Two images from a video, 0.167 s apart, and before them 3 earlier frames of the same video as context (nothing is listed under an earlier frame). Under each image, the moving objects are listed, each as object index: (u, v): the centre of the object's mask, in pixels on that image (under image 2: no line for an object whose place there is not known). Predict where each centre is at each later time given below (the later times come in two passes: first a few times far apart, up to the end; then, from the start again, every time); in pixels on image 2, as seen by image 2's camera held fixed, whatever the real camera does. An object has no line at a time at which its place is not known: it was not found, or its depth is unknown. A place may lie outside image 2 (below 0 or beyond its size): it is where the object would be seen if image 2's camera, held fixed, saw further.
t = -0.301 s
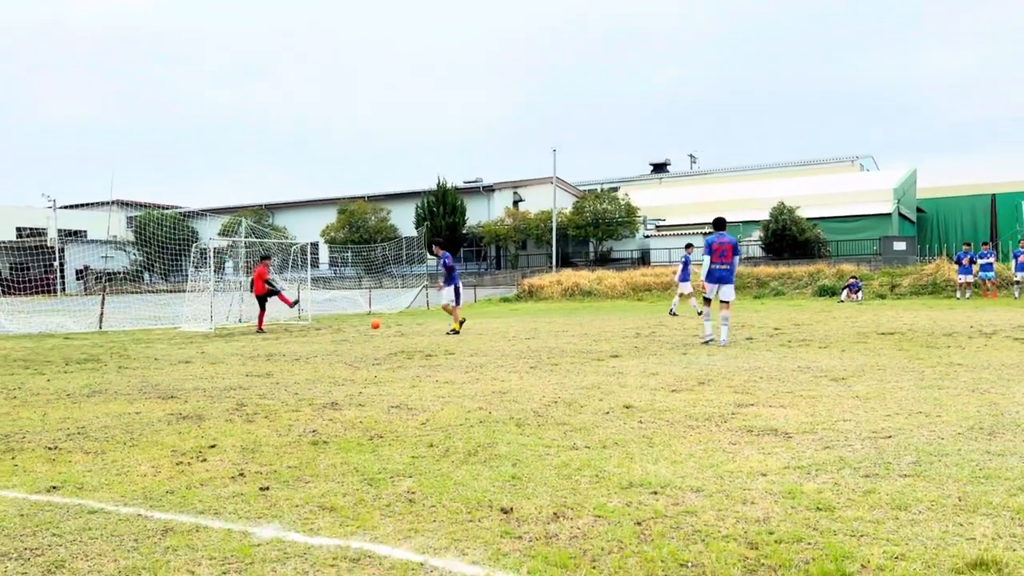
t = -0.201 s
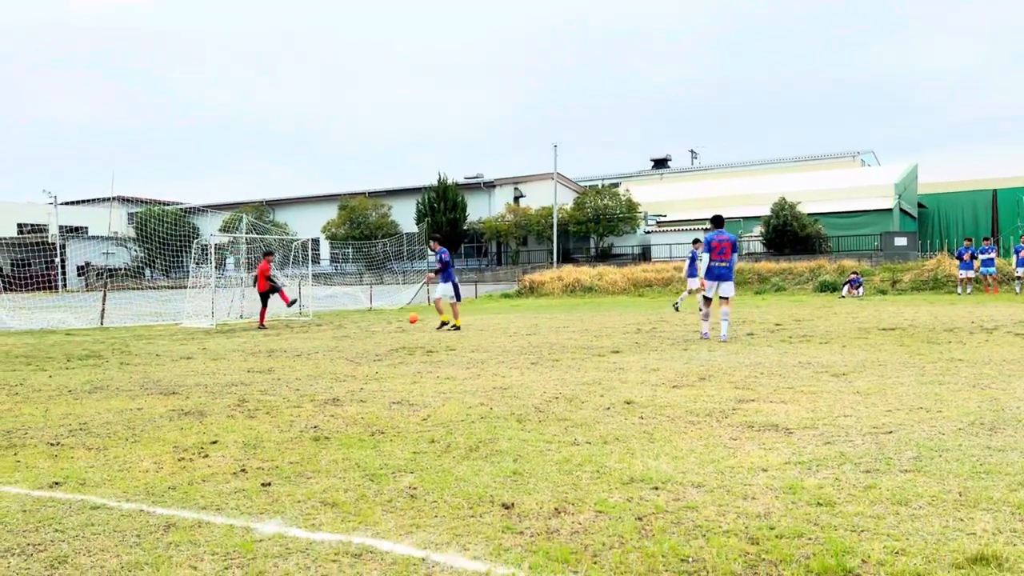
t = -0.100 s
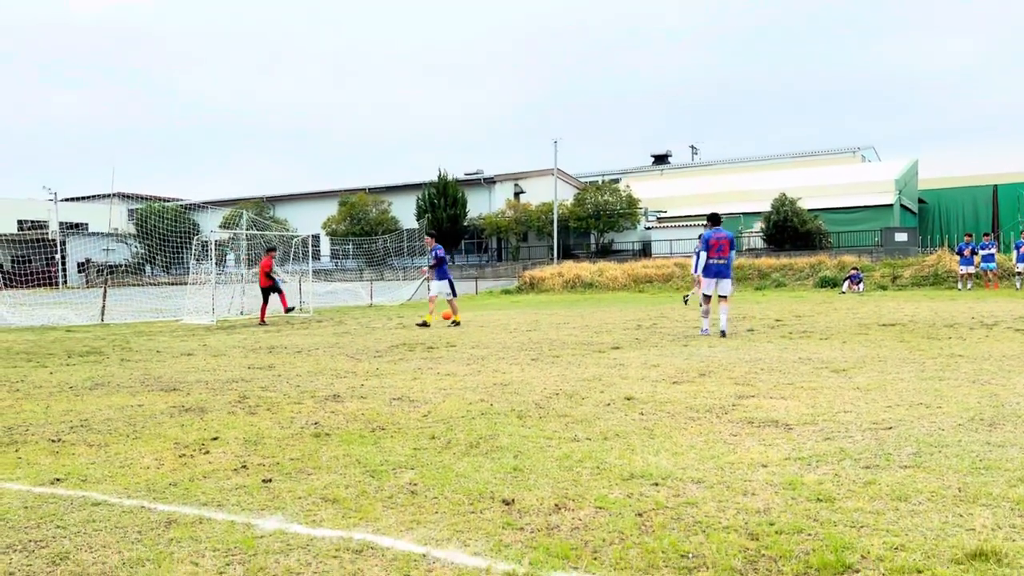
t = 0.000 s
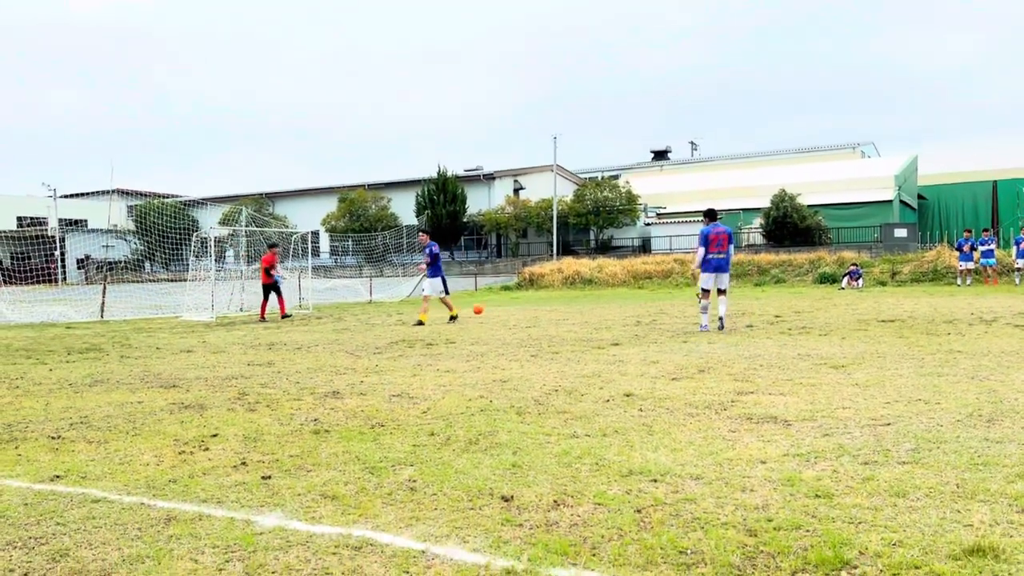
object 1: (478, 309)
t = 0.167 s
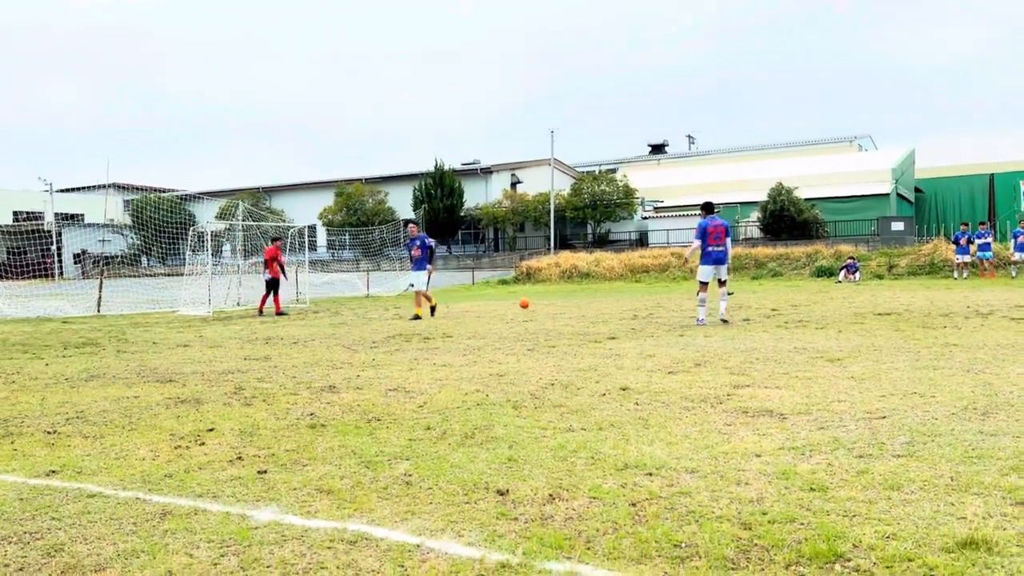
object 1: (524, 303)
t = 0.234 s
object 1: (543, 303)
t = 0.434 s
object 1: (599, 305)
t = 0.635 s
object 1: (658, 304)
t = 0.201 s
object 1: (533, 303)
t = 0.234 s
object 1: (543, 303)
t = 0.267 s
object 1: (552, 304)
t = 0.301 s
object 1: (561, 305)
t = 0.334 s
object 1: (571, 305)
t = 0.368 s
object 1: (581, 305)
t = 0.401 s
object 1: (590, 306)
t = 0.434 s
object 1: (599, 305)
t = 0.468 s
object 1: (609, 305)
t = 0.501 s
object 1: (618, 305)
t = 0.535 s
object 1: (629, 305)
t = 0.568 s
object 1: (637, 304)
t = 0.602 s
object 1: (648, 303)
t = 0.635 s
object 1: (658, 304)
